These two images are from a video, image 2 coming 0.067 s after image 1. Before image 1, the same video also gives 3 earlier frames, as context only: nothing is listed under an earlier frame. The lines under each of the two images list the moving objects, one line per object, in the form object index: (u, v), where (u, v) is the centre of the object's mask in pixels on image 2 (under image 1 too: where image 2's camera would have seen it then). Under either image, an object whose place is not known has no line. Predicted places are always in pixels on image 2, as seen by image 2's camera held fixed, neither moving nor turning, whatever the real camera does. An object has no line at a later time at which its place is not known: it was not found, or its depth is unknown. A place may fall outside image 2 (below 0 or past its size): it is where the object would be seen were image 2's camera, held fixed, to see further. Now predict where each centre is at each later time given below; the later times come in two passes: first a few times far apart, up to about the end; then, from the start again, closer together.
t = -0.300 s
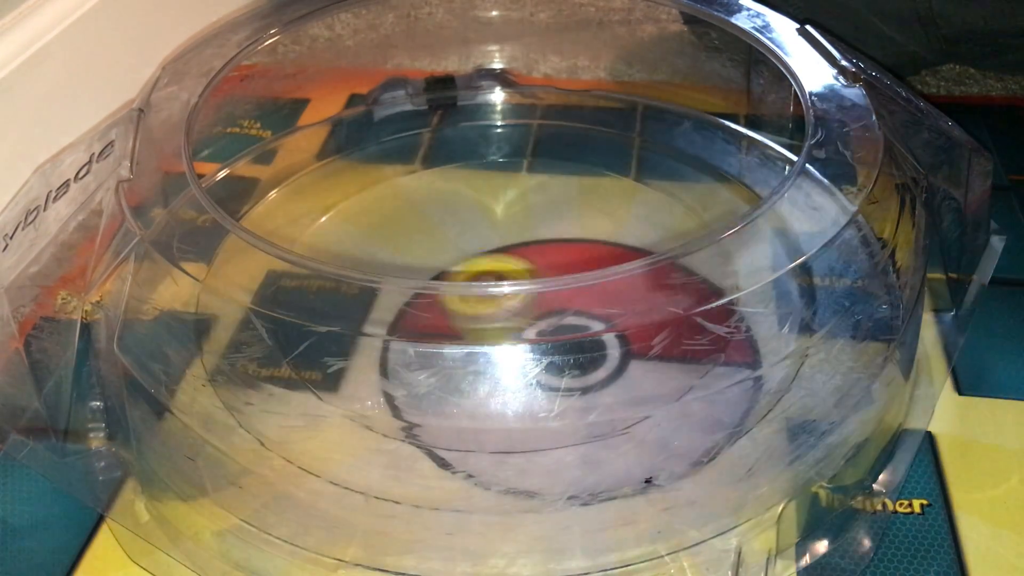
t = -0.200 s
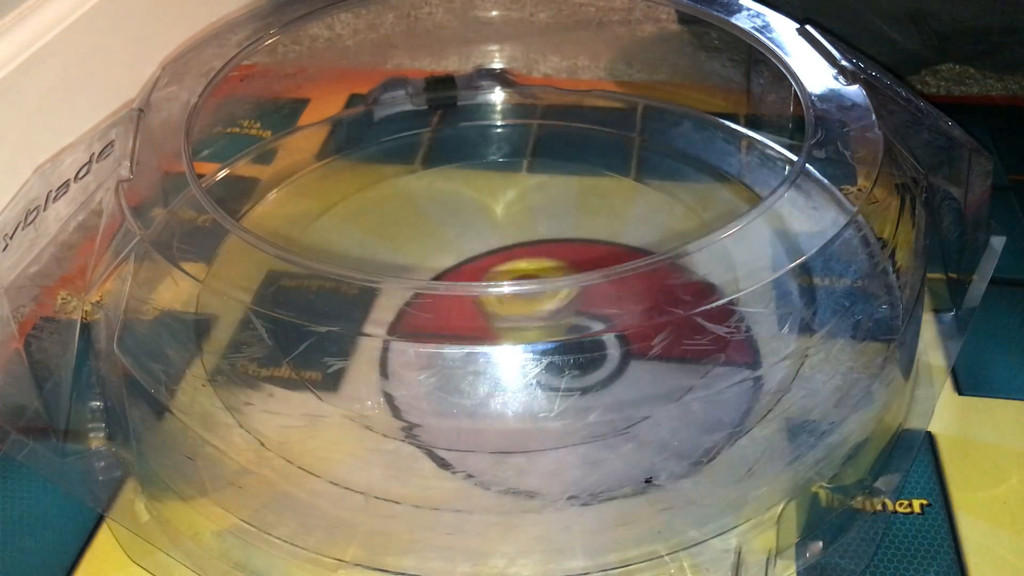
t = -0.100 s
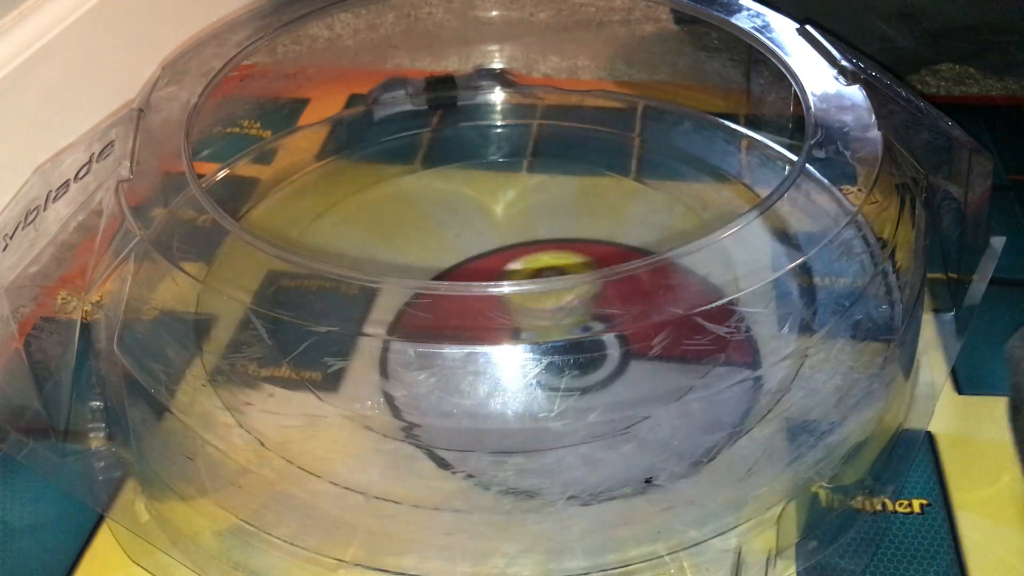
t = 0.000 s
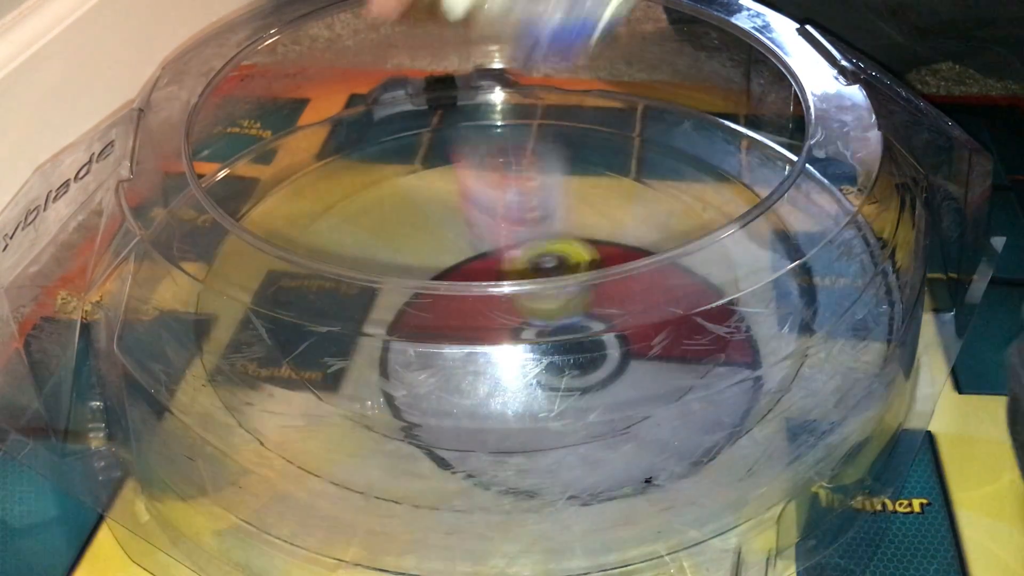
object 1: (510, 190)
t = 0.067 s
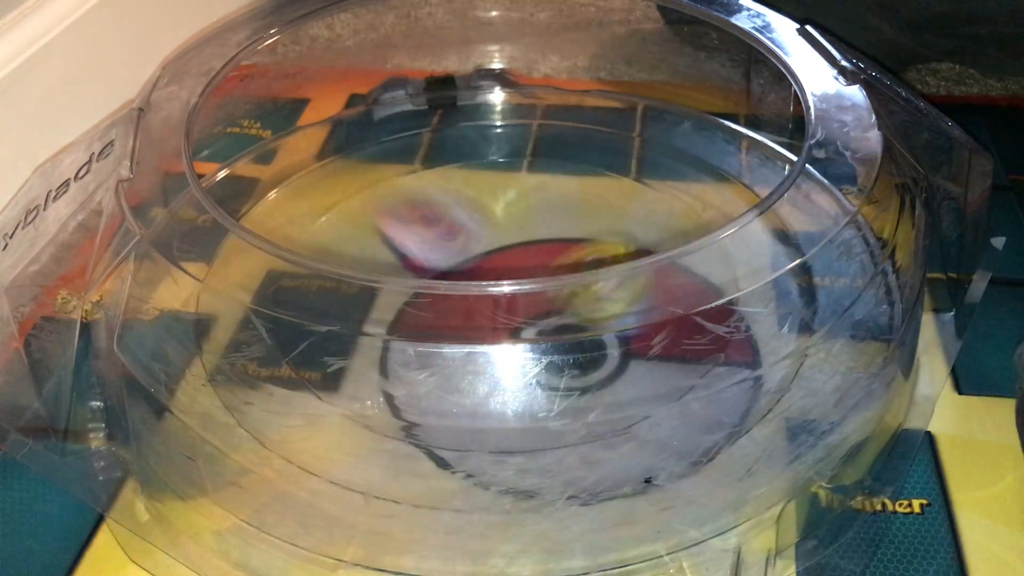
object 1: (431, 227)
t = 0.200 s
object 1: (302, 119)
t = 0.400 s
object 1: (391, 120)
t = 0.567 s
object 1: (547, 155)
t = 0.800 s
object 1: (769, 322)
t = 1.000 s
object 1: (626, 444)
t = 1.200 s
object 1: (364, 403)
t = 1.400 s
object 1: (207, 290)
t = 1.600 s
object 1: (269, 154)
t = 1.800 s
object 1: (521, 88)
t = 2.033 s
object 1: (796, 221)
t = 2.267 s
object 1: (356, 434)
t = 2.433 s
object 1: (220, 211)
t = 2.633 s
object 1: (513, 89)
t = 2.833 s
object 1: (786, 228)
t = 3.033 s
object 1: (390, 439)
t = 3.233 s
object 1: (226, 201)
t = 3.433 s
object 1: (472, 89)
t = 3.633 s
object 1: (751, 171)
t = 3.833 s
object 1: (606, 435)
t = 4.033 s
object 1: (235, 354)
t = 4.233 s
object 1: (249, 178)
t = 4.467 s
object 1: (542, 88)
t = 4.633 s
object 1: (751, 170)
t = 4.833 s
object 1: (663, 417)
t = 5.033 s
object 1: (283, 394)
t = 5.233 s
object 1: (209, 229)
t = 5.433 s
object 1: (366, 109)
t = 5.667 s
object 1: (665, 110)
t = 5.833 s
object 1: (804, 240)
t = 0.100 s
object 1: (387, 186)
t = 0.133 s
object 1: (354, 159)
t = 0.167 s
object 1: (321, 138)
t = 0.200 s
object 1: (302, 119)
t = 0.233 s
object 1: (308, 107)
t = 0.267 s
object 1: (317, 114)
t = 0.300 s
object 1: (330, 123)
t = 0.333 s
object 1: (347, 121)
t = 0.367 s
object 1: (371, 122)
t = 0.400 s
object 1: (391, 120)
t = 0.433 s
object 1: (414, 120)
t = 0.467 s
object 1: (443, 125)
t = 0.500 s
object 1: (466, 130)
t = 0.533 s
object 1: (506, 144)
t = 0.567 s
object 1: (547, 155)
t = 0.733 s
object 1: (736, 258)
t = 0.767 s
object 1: (767, 304)
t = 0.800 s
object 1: (769, 322)
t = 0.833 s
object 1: (775, 354)
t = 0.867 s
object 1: (753, 379)
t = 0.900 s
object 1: (732, 407)
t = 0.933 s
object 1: (711, 436)
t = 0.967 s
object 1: (669, 437)
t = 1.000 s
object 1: (626, 444)
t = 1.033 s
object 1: (587, 448)
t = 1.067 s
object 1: (533, 447)
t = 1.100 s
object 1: (484, 437)
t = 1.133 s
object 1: (443, 427)
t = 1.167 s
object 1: (403, 417)
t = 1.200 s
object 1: (364, 403)
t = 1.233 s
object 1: (330, 386)
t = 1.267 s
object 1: (298, 371)
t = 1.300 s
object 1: (272, 349)
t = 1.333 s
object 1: (246, 332)
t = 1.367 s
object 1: (225, 312)
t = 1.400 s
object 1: (207, 290)
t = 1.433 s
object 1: (193, 269)
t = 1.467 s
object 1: (192, 248)
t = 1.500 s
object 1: (210, 221)
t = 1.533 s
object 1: (226, 199)
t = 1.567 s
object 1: (246, 173)
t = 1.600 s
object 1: (269, 154)
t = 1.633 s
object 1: (304, 136)
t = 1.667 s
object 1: (343, 119)
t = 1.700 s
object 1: (385, 104)
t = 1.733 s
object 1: (426, 96)
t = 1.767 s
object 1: (473, 90)
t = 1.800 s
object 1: (521, 88)
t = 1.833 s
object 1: (570, 90)
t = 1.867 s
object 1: (615, 97)
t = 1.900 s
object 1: (660, 109)
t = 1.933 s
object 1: (701, 126)
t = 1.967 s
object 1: (738, 153)
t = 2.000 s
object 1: (753, 174)
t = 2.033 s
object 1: (796, 221)
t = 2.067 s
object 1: (816, 281)
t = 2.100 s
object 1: (771, 318)
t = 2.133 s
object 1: (736, 377)
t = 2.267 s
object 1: (356, 434)
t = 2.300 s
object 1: (293, 394)
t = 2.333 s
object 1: (239, 358)
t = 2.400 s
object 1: (207, 247)
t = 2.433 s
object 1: (220, 211)
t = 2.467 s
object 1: (258, 173)
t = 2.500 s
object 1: (298, 141)
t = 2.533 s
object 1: (350, 117)
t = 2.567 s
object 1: (401, 103)
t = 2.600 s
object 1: (454, 93)
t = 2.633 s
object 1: (513, 89)
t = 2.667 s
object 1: (576, 91)
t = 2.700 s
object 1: (631, 101)
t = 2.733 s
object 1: (682, 119)
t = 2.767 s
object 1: (733, 149)
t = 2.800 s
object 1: (752, 175)
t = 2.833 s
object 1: (786, 228)
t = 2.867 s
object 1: (798, 294)
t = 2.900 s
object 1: (755, 342)
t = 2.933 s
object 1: (696, 396)
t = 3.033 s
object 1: (390, 439)
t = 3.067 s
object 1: (304, 403)
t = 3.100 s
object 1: (256, 373)
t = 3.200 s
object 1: (208, 237)
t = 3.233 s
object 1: (226, 201)
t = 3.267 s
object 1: (254, 172)
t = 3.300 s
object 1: (290, 145)
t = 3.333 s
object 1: (330, 123)
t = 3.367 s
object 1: (380, 106)
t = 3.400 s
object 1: (425, 95)
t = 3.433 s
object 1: (472, 89)
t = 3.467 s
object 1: (531, 88)
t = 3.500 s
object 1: (583, 91)
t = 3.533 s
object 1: (638, 102)
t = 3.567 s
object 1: (685, 119)
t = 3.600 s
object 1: (733, 148)
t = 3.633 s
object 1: (751, 171)
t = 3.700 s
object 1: (812, 281)
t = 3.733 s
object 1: (779, 325)
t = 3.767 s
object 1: (736, 375)
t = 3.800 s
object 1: (683, 406)
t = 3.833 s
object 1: (606, 435)
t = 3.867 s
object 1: (512, 451)
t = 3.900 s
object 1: (436, 448)
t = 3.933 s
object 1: (369, 430)
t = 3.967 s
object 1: (310, 407)
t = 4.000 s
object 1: (268, 381)
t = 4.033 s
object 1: (235, 354)
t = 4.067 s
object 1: (216, 323)
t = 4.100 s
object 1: (204, 292)
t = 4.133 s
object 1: (199, 264)
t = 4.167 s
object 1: (208, 231)
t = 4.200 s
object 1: (223, 206)
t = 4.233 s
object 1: (249, 178)
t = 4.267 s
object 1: (273, 156)
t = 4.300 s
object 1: (307, 134)
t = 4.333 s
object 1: (348, 116)
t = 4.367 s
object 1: (391, 102)
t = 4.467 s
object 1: (542, 88)
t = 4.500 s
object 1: (592, 93)
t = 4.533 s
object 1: (645, 102)
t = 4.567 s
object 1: (692, 120)
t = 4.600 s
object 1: (735, 148)
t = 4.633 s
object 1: (751, 170)
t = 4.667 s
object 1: (796, 220)
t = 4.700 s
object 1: (810, 277)
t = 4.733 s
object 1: (782, 308)
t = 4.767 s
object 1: (748, 346)
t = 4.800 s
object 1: (709, 388)
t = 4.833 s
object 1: (663, 417)
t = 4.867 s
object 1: (586, 443)
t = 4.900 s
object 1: (500, 450)
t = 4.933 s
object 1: (438, 442)
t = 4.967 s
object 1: (379, 435)
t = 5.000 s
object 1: (324, 416)
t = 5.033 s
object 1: (283, 394)
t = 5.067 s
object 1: (253, 370)
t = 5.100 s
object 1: (227, 342)
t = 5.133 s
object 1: (210, 315)
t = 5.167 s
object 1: (202, 286)
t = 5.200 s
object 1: (200, 262)
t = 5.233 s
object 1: (209, 229)
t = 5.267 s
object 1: (221, 208)
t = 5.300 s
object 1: (246, 182)
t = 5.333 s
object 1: (262, 163)
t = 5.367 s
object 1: (291, 144)
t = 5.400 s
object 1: (325, 125)
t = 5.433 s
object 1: (366, 109)
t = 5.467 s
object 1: (403, 100)
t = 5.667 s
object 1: (665, 110)
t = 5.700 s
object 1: (700, 126)
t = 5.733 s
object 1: (734, 149)
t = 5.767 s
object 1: (751, 170)
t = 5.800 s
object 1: (799, 217)
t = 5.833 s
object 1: (804, 240)
